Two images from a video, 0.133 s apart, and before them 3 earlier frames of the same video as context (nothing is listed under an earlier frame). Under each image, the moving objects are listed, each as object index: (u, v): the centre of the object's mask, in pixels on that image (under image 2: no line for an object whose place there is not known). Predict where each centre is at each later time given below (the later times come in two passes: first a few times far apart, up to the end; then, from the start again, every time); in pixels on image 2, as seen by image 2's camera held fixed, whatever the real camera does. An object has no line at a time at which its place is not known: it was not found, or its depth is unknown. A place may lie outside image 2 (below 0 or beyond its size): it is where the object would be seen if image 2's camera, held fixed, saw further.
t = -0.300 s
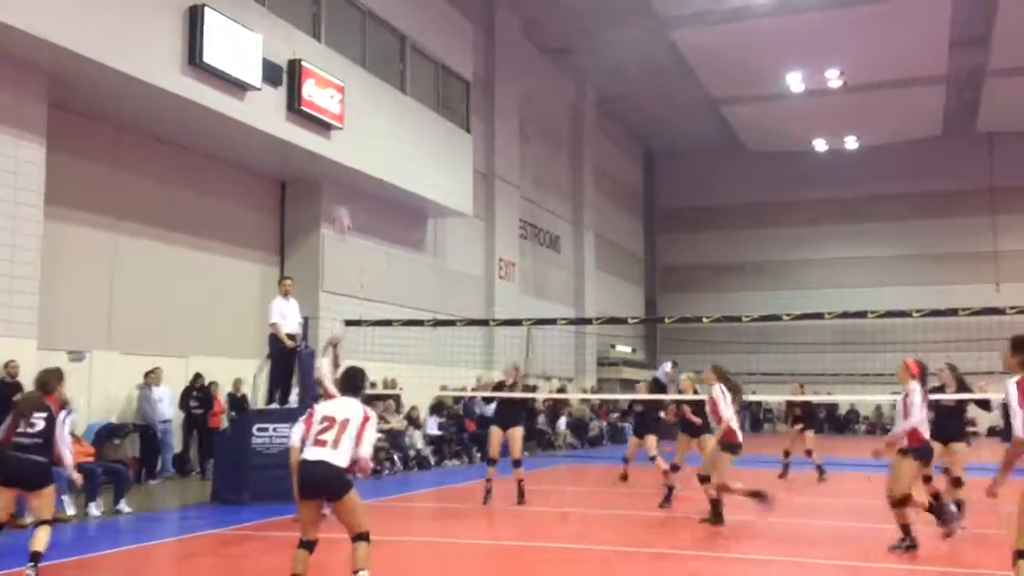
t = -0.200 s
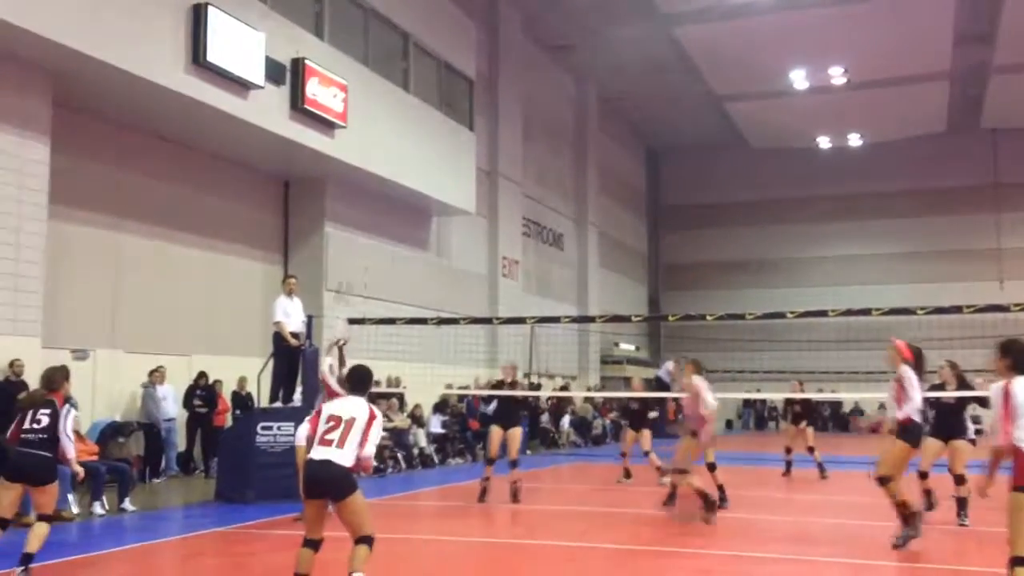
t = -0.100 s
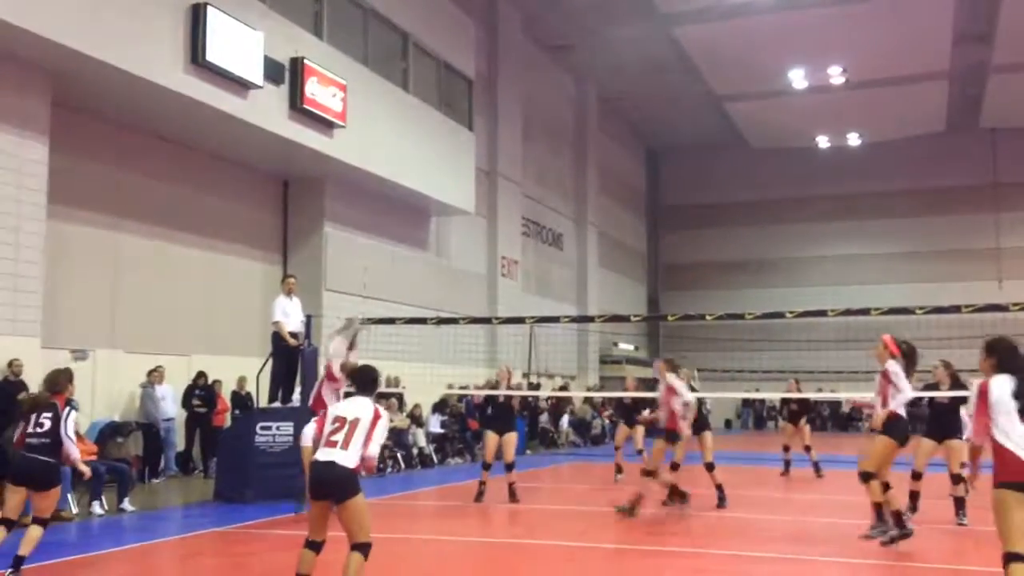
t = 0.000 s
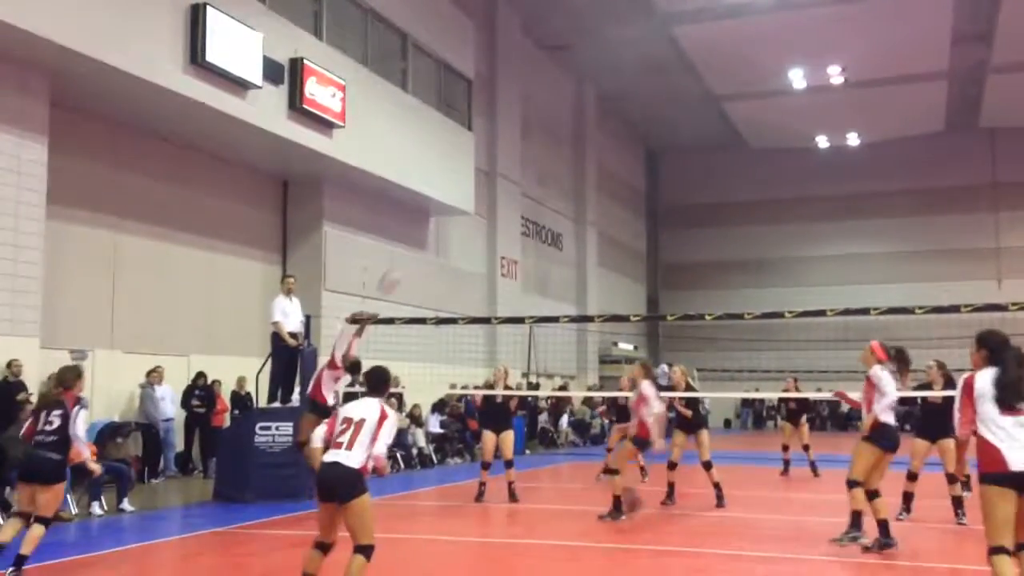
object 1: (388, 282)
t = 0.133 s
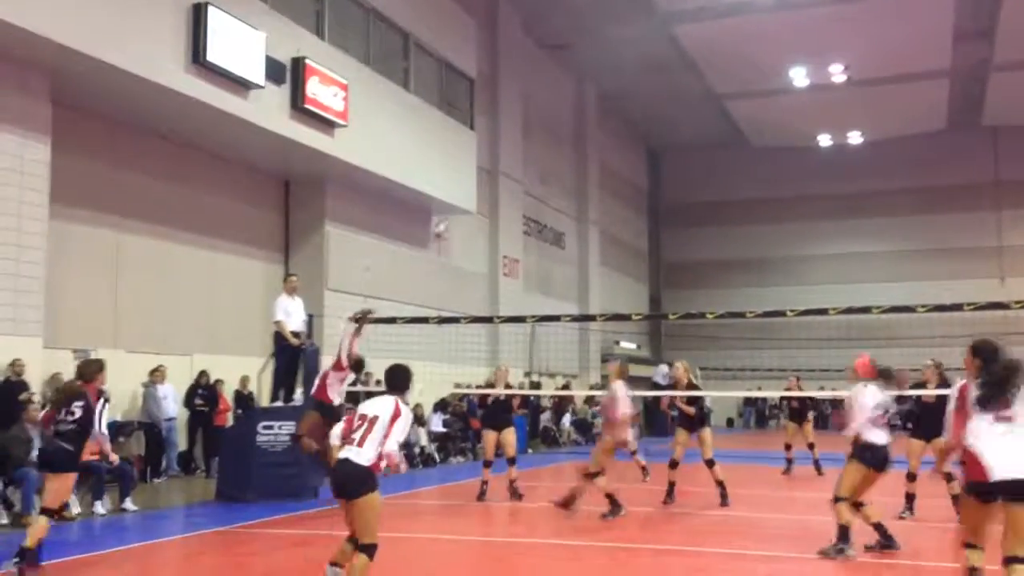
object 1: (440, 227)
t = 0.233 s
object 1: (475, 211)
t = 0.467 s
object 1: (558, 181)
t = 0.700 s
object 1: (639, 205)
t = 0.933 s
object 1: (723, 281)
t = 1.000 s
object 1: (749, 311)
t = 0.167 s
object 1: (449, 223)
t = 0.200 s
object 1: (462, 216)
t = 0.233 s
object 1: (475, 211)
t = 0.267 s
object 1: (489, 197)
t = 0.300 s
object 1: (500, 193)
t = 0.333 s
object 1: (512, 191)
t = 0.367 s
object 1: (523, 187)
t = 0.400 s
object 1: (536, 184)
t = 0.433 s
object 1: (547, 182)
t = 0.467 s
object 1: (558, 181)
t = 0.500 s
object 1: (570, 182)
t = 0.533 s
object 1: (581, 184)
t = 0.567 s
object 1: (593, 186)
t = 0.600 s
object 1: (604, 189)
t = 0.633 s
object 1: (616, 192)
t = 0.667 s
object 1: (628, 198)
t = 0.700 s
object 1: (639, 205)
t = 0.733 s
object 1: (652, 215)
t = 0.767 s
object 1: (663, 223)
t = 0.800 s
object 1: (675, 232)
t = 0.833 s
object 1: (687, 243)
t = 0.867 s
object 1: (700, 254)
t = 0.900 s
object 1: (712, 267)
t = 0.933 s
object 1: (723, 281)
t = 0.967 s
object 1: (737, 295)
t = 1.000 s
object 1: (749, 311)
